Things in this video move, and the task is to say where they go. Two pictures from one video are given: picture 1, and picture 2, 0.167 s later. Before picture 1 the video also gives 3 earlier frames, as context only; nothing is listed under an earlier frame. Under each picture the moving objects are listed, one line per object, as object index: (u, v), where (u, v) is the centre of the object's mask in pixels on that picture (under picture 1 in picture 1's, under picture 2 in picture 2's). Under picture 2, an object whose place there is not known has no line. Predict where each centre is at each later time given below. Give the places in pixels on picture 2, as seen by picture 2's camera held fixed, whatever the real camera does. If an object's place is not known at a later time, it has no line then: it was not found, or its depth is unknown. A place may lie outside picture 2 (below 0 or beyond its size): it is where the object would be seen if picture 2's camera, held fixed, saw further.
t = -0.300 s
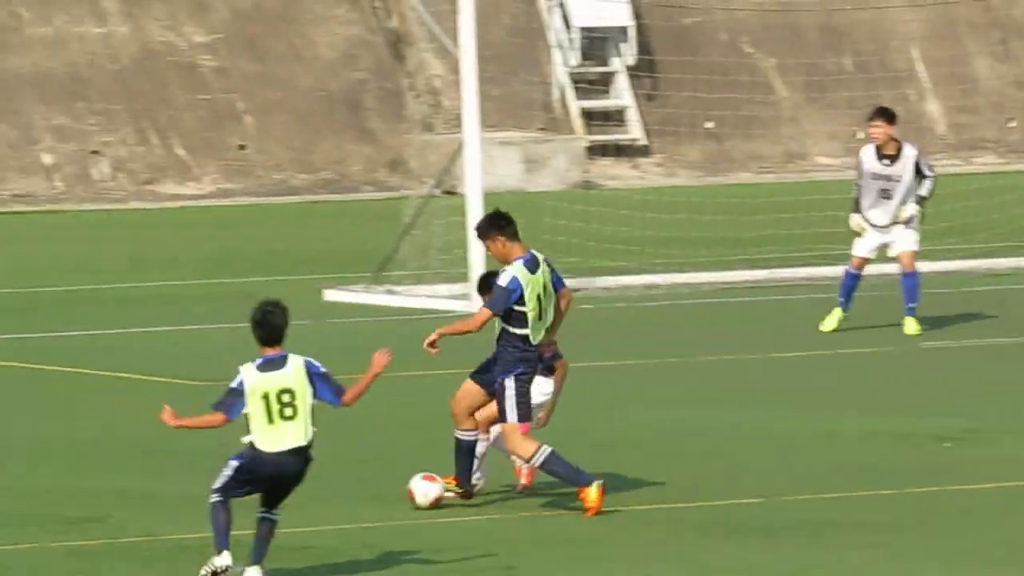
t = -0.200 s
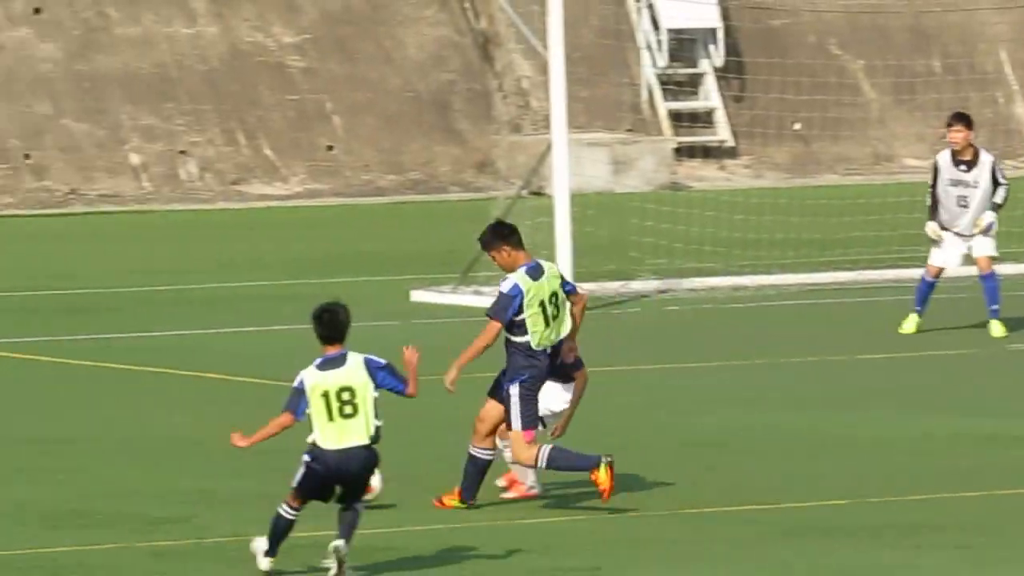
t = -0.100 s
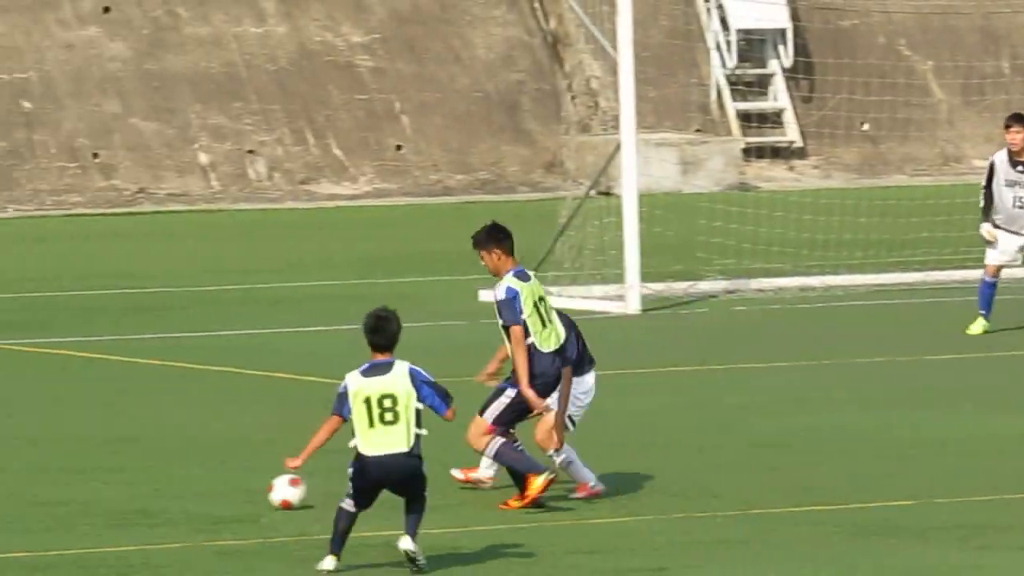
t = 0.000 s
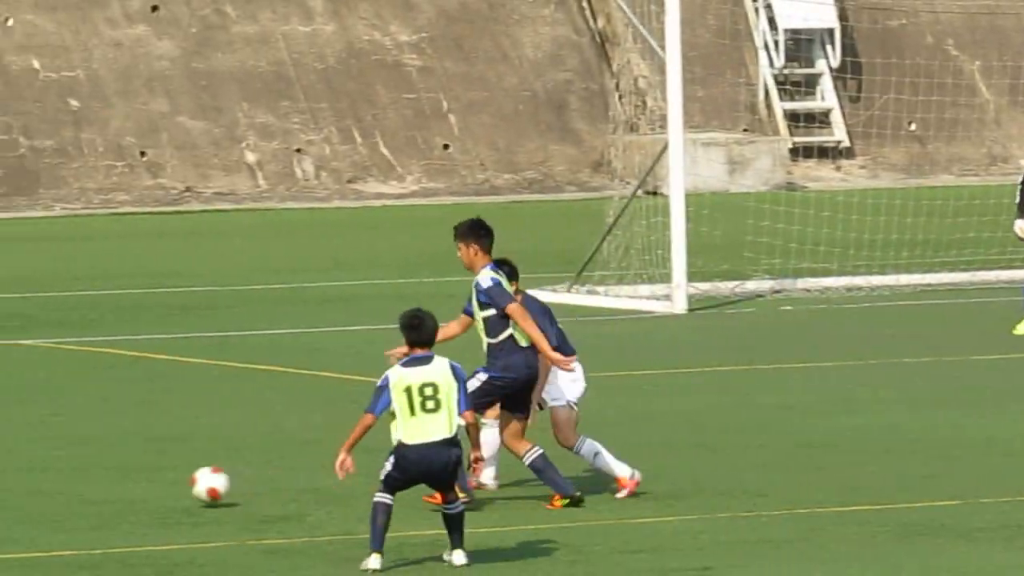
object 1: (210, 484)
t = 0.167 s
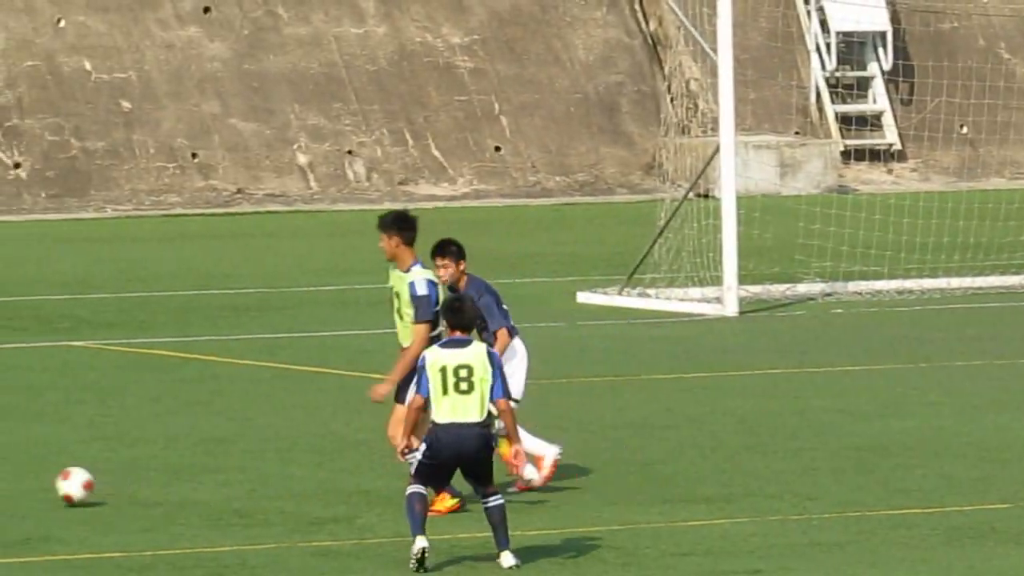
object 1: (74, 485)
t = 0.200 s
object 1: (38, 484)
